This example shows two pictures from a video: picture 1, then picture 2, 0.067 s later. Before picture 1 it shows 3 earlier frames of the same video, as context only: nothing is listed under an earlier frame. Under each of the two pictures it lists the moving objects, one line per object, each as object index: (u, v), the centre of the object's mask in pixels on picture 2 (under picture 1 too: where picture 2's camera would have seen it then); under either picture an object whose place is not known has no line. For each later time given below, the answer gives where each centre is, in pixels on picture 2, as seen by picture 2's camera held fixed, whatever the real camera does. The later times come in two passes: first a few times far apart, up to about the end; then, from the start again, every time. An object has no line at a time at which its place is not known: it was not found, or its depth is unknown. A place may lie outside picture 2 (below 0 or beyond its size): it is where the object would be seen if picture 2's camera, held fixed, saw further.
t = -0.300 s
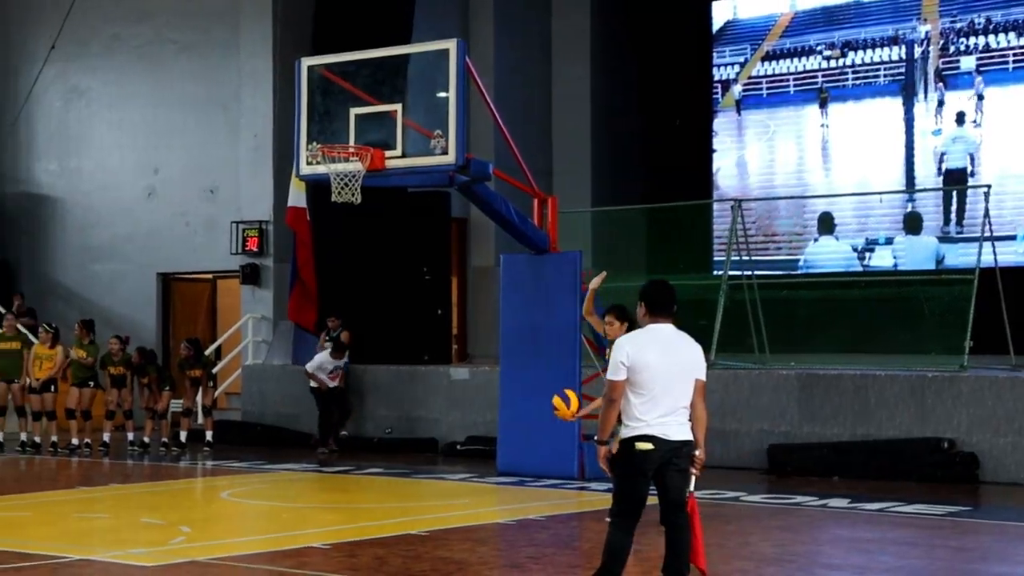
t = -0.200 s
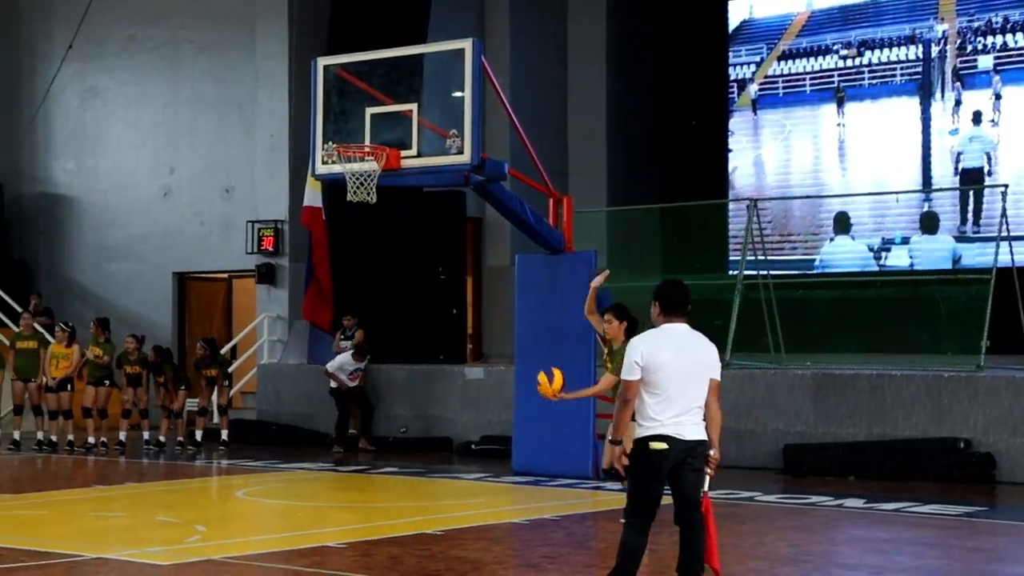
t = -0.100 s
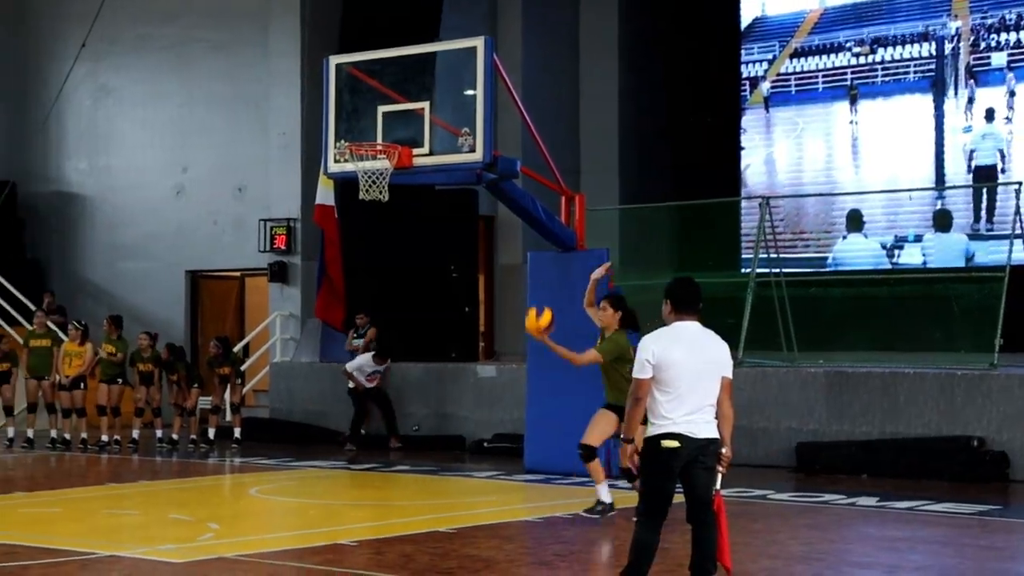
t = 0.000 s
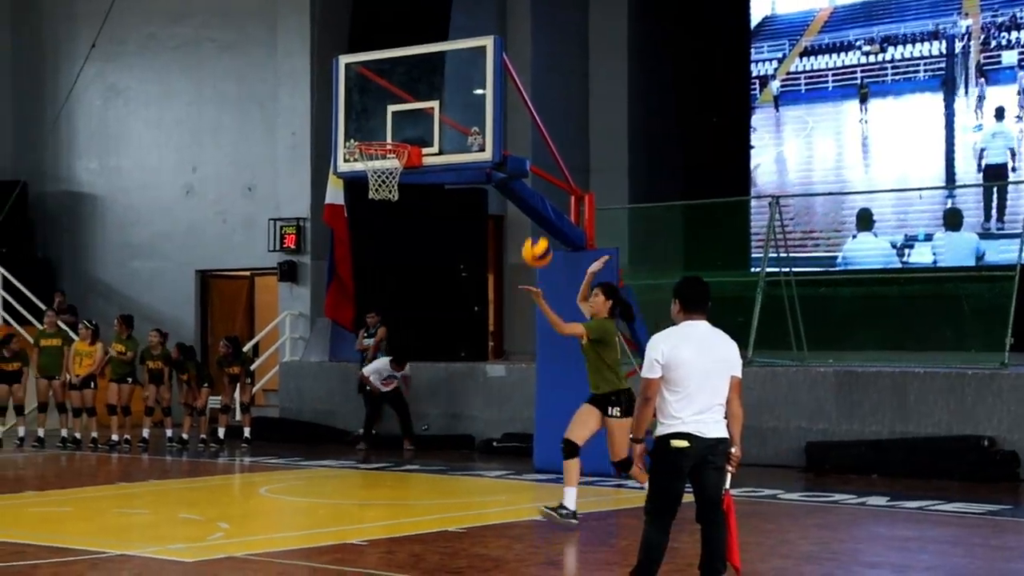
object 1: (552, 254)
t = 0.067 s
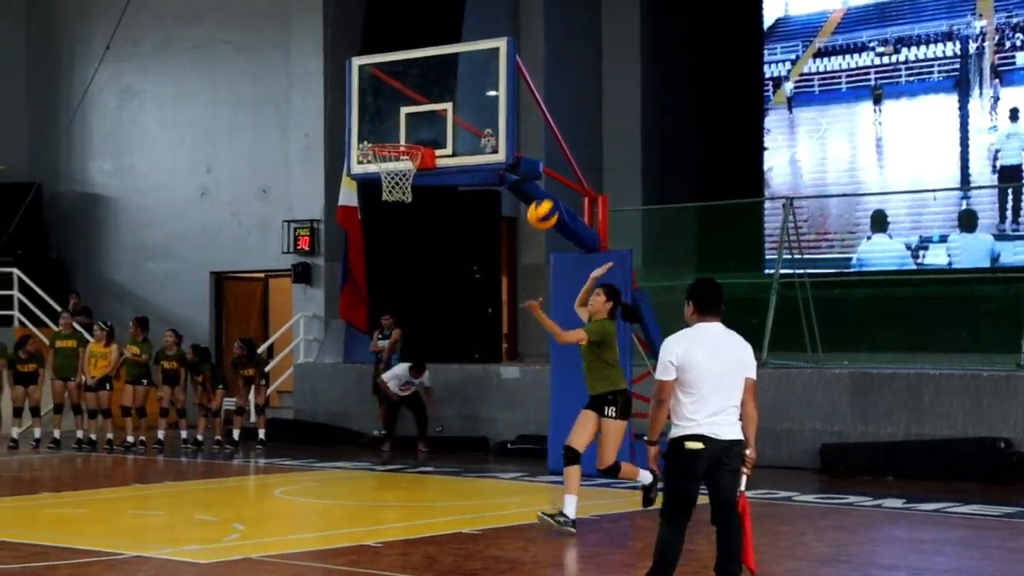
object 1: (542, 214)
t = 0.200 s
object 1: (526, 154)
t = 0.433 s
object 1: (493, 106)
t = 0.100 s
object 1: (538, 196)
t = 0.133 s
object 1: (534, 181)
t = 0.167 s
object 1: (530, 167)
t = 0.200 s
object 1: (526, 154)
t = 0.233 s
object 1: (520, 142)
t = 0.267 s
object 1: (516, 132)
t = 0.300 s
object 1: (511, 124)
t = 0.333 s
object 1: (508, 118)
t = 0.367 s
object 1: (502, 113)
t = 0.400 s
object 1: (498, 109)
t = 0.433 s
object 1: (493, 106)
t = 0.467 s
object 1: (489, 107)
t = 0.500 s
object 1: (485, 109)
